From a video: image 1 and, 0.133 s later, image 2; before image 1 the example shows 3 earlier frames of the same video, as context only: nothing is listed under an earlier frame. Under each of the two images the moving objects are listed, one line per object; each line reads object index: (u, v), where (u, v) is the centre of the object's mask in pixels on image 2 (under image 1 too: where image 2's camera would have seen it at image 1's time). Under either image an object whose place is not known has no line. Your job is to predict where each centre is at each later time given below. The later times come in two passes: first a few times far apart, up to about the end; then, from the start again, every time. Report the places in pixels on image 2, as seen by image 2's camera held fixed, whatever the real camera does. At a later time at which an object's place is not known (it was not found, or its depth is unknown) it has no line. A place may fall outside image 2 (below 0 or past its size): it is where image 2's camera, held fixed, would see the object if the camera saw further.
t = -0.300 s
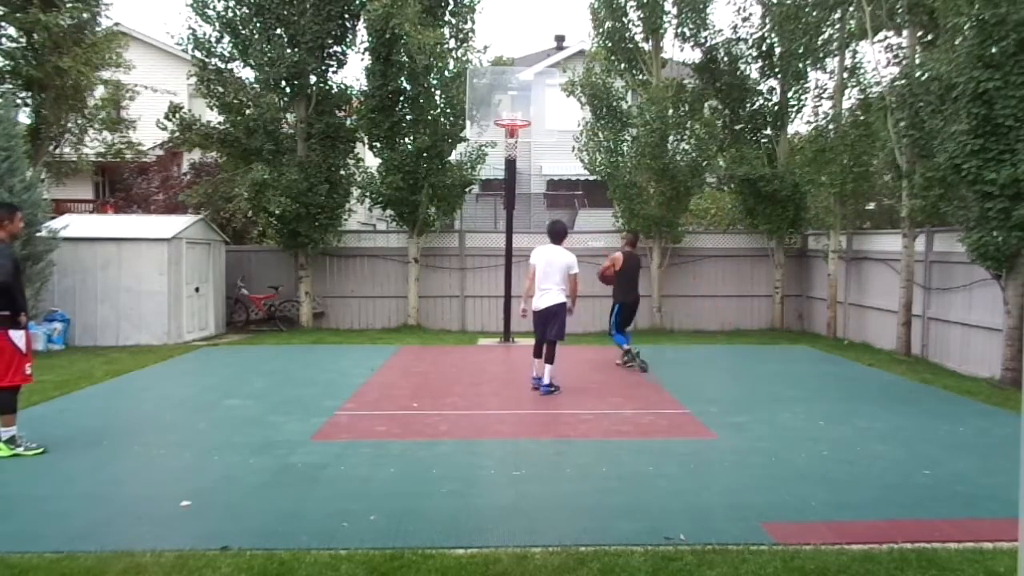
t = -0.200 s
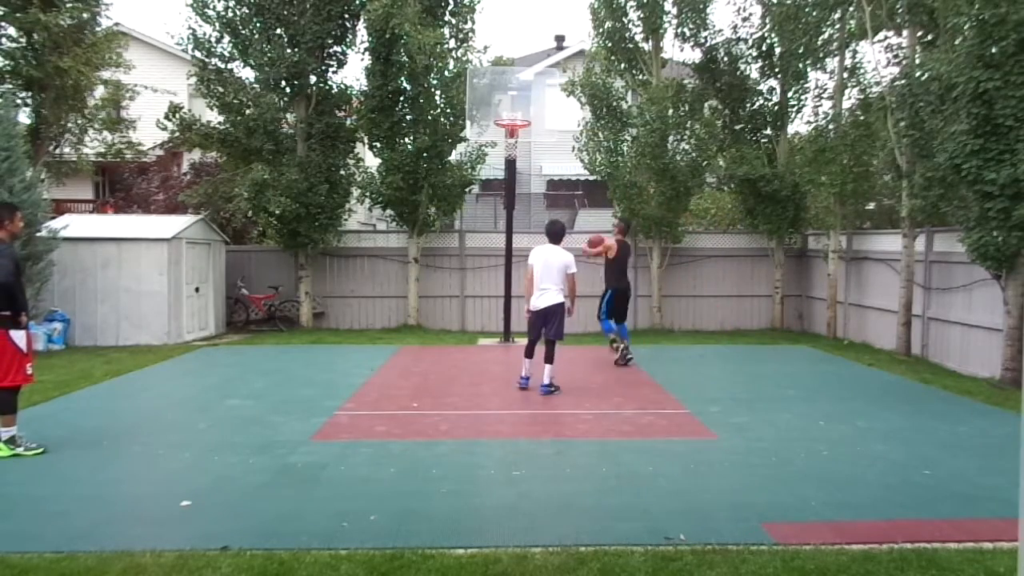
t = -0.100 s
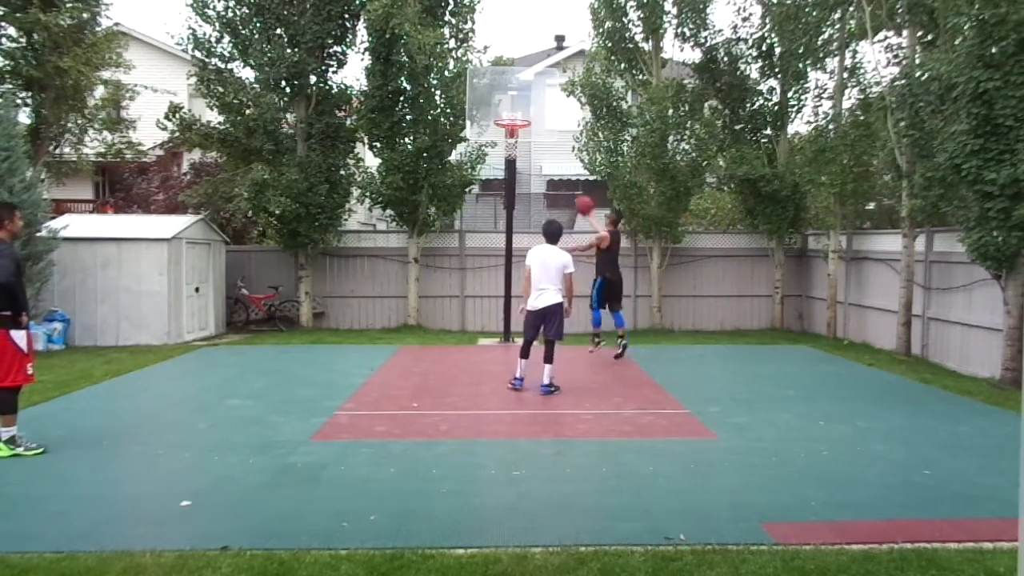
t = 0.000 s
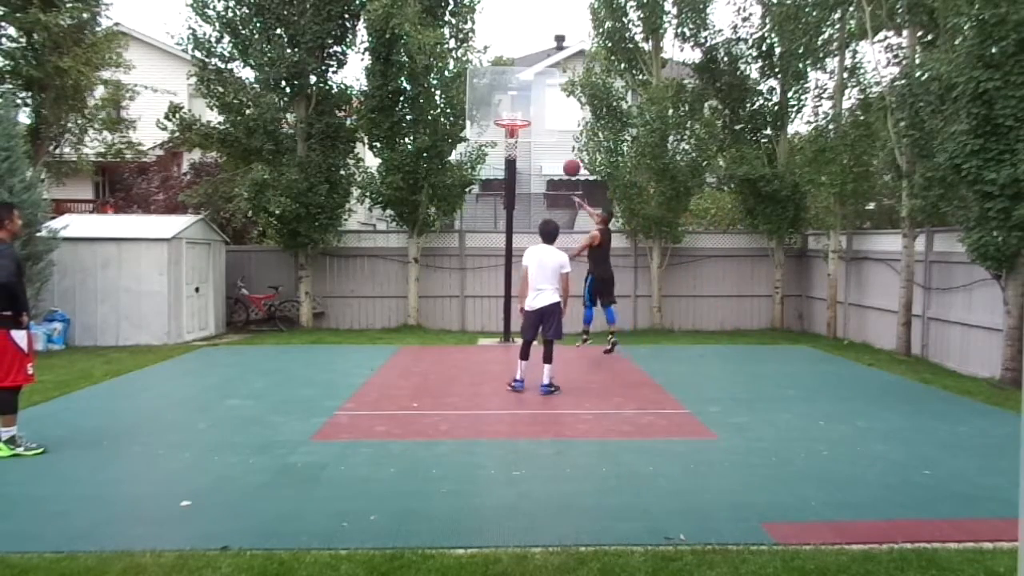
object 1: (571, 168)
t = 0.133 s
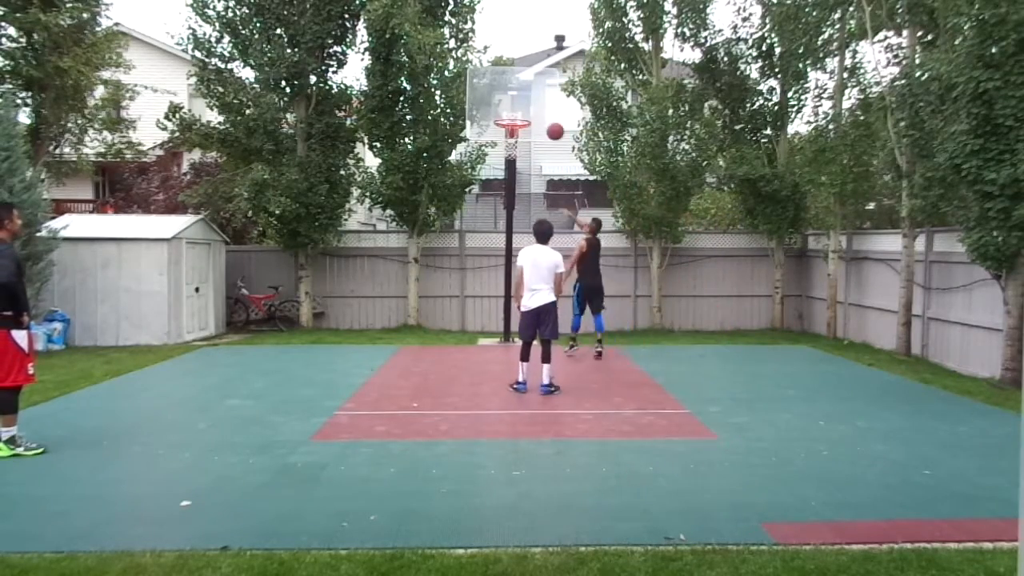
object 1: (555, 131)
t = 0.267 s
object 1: (543, 111)
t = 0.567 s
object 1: (519, 114)
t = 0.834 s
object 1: (504, 162)
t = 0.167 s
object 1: (551, 125)
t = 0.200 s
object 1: (548, 119)
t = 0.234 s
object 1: (546, 115)
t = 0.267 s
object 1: (543, 111)
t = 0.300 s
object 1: (540, 108)
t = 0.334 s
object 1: (537, 106)
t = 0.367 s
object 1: (535, 105)
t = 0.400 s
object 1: (532, 105)
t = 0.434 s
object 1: (529, 105)
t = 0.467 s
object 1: (527, 106)
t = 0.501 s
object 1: (524, 109)
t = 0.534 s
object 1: (521, 111)
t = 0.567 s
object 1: (519, 114)
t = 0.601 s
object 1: (516, 117)
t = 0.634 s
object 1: (513, 126)
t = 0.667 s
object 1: (511, 132)
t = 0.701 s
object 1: (509, 137)
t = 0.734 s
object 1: (508, 142)
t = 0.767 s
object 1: (506, 152)
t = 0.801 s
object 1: (506, 156)
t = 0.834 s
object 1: (504, 162)
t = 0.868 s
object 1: (504, 170)
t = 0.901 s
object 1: (502, 179)
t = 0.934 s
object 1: (501, 188)
